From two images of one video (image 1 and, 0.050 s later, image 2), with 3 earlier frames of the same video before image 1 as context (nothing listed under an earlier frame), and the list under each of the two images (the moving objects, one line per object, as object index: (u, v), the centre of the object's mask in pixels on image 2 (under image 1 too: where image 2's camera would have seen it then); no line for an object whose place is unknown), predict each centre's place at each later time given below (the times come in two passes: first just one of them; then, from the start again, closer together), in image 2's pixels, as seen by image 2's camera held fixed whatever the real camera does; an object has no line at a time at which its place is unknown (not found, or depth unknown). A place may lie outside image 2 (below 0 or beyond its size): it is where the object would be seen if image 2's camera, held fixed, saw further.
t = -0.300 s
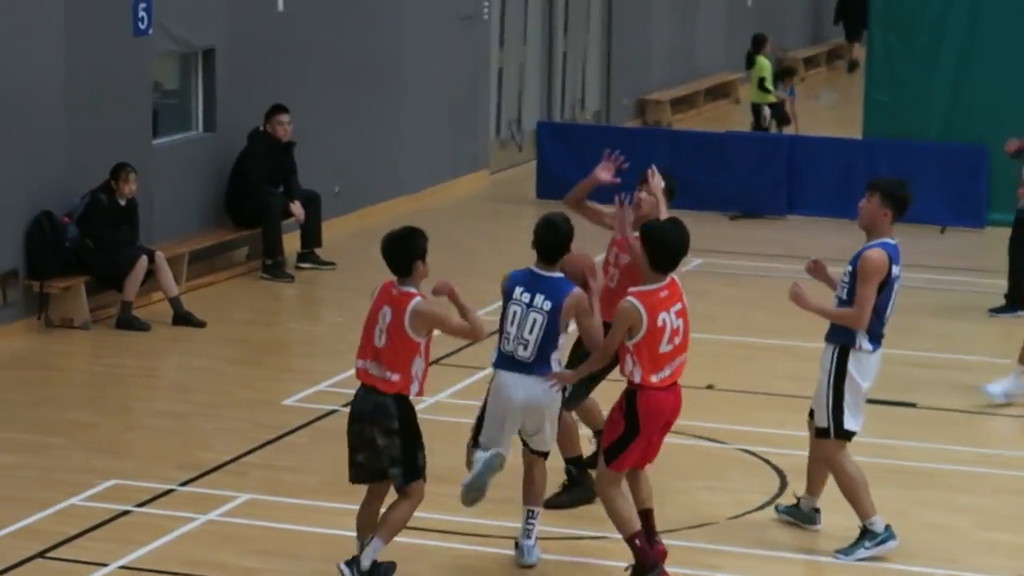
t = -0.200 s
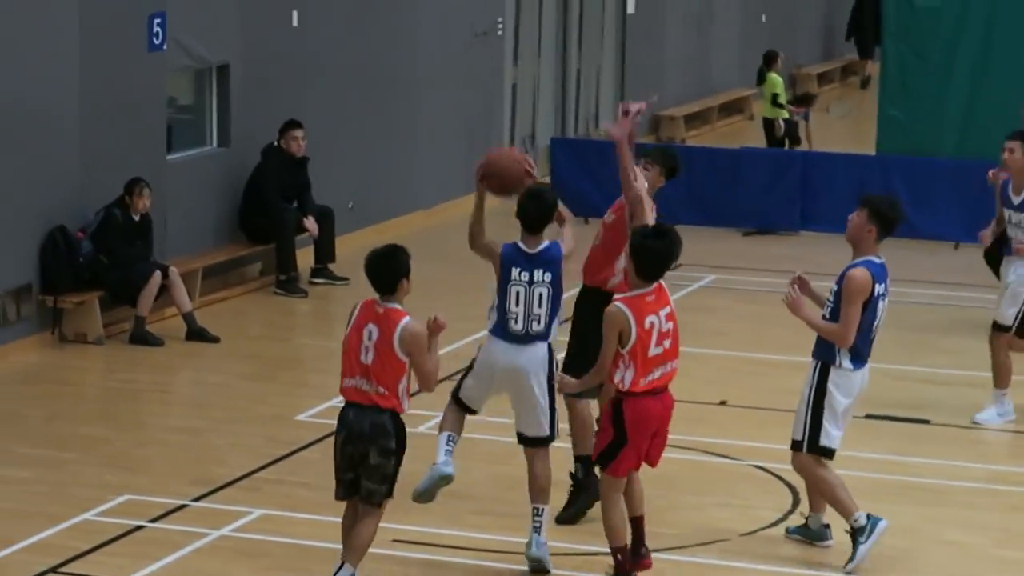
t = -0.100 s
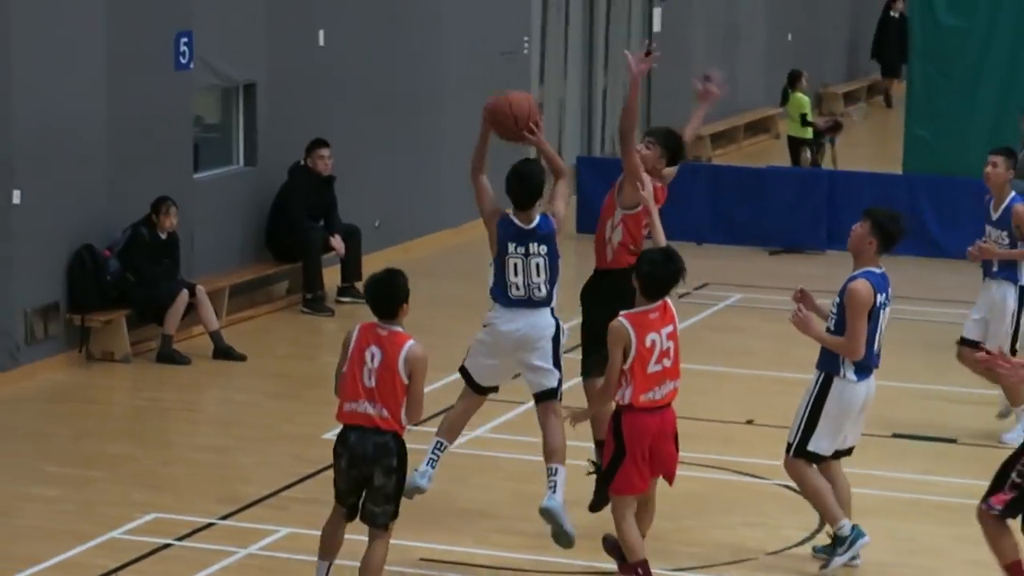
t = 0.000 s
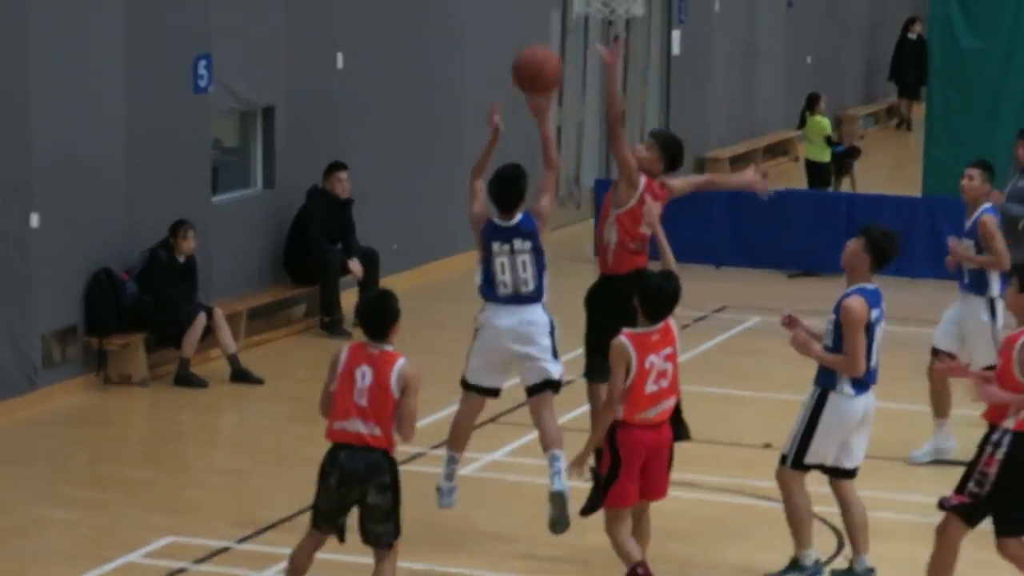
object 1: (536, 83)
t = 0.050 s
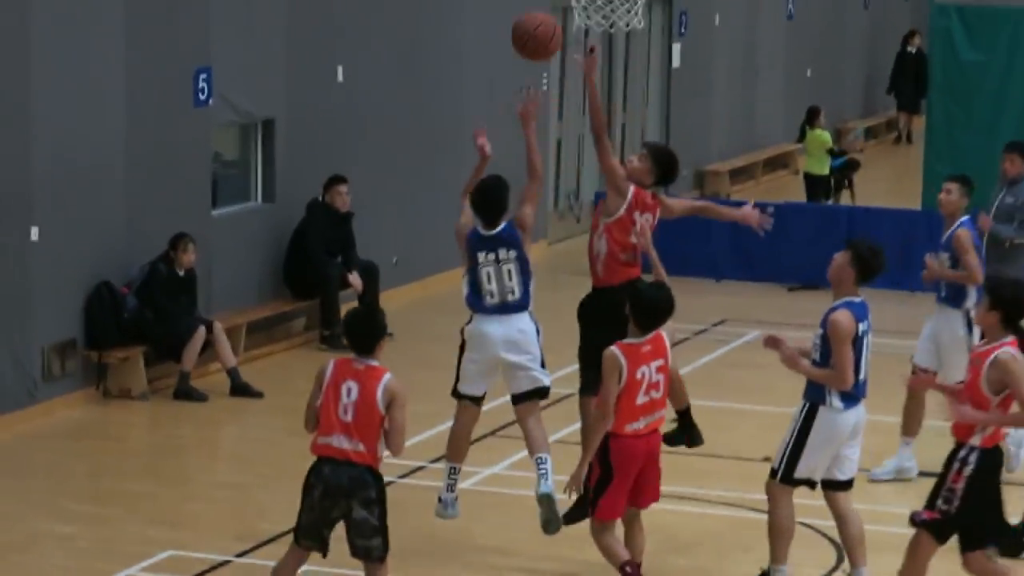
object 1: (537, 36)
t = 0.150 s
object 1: (535, -29)
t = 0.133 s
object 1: (538, -19)
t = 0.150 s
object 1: (535, -29)
